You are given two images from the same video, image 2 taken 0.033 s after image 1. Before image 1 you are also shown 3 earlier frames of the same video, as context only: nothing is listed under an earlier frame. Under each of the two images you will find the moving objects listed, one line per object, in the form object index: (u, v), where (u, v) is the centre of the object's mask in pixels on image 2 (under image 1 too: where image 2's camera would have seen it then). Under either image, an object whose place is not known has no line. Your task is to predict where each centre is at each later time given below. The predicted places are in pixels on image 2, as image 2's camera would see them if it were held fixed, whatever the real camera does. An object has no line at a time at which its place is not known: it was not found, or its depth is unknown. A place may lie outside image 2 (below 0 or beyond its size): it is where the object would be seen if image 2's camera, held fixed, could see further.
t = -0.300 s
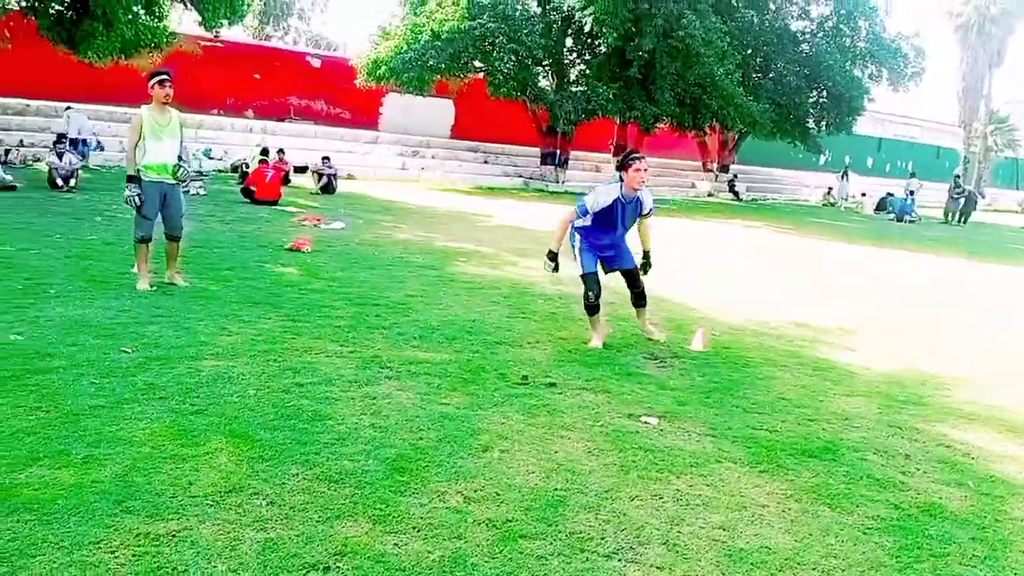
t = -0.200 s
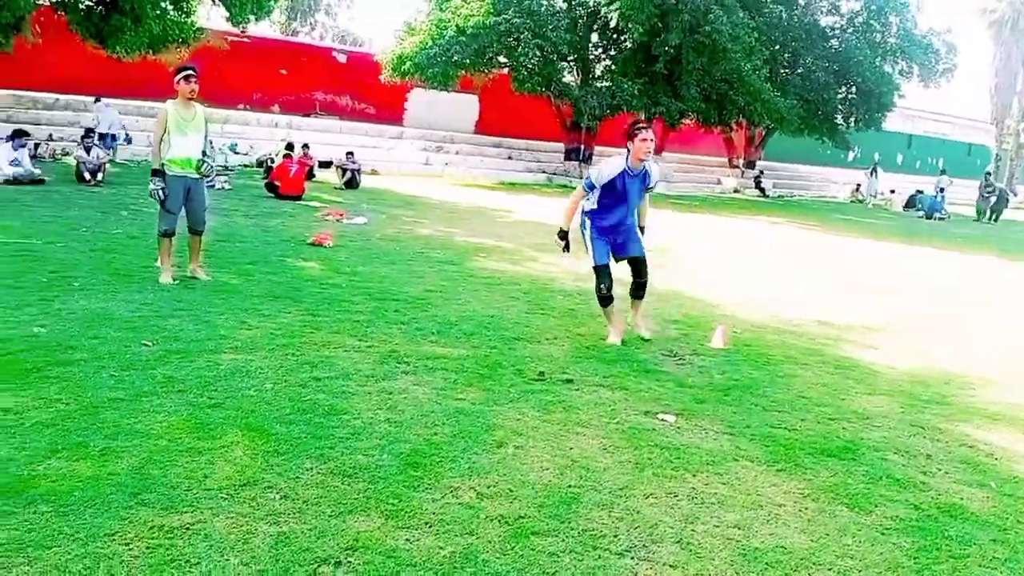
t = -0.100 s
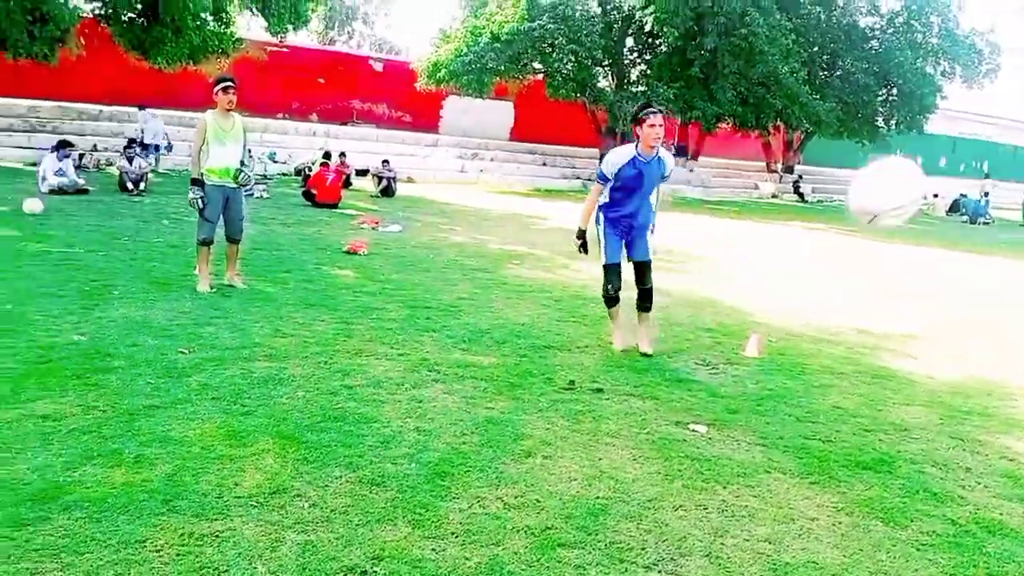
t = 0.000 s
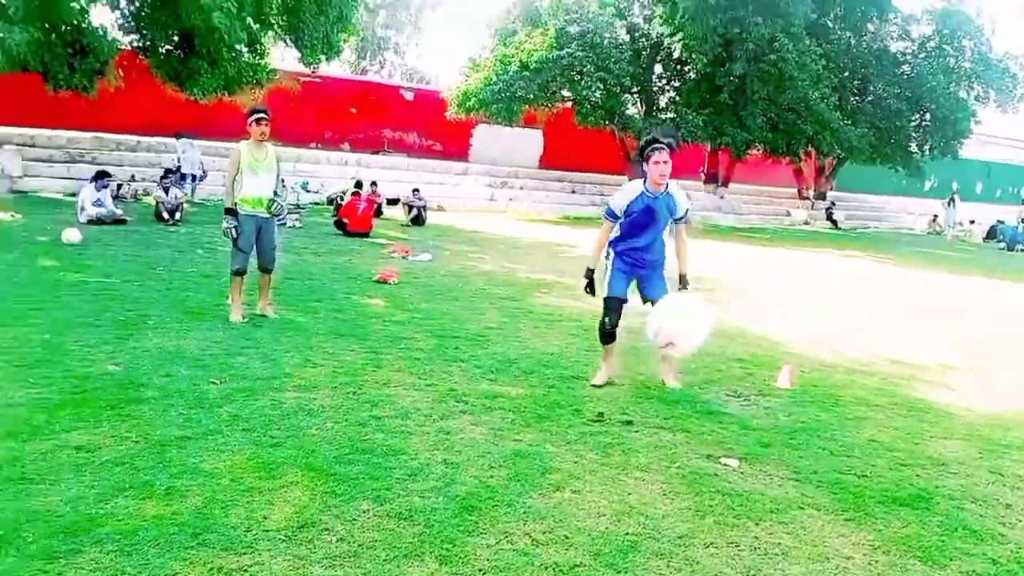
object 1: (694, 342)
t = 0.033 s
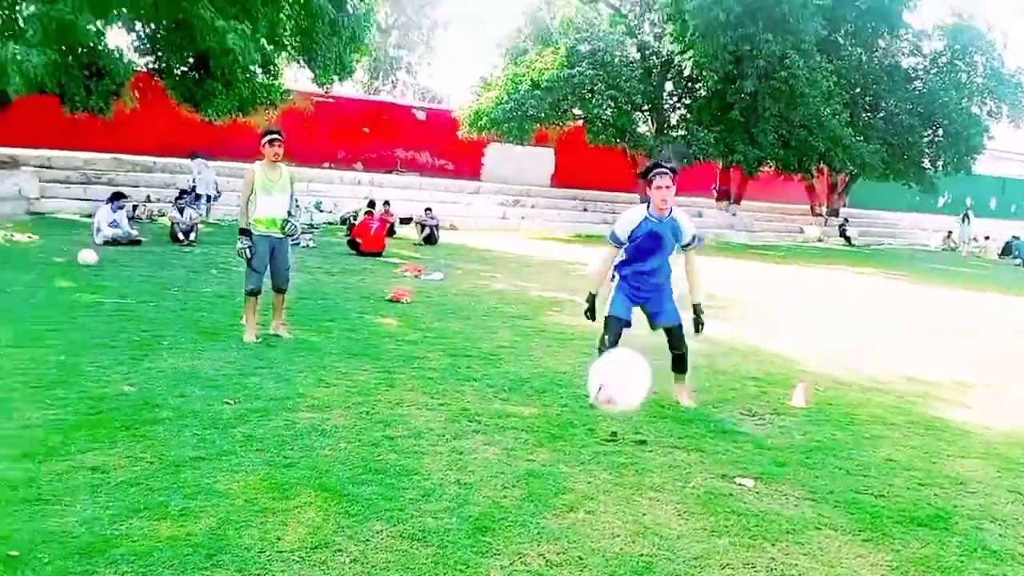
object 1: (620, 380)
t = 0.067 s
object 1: (550, 421)
